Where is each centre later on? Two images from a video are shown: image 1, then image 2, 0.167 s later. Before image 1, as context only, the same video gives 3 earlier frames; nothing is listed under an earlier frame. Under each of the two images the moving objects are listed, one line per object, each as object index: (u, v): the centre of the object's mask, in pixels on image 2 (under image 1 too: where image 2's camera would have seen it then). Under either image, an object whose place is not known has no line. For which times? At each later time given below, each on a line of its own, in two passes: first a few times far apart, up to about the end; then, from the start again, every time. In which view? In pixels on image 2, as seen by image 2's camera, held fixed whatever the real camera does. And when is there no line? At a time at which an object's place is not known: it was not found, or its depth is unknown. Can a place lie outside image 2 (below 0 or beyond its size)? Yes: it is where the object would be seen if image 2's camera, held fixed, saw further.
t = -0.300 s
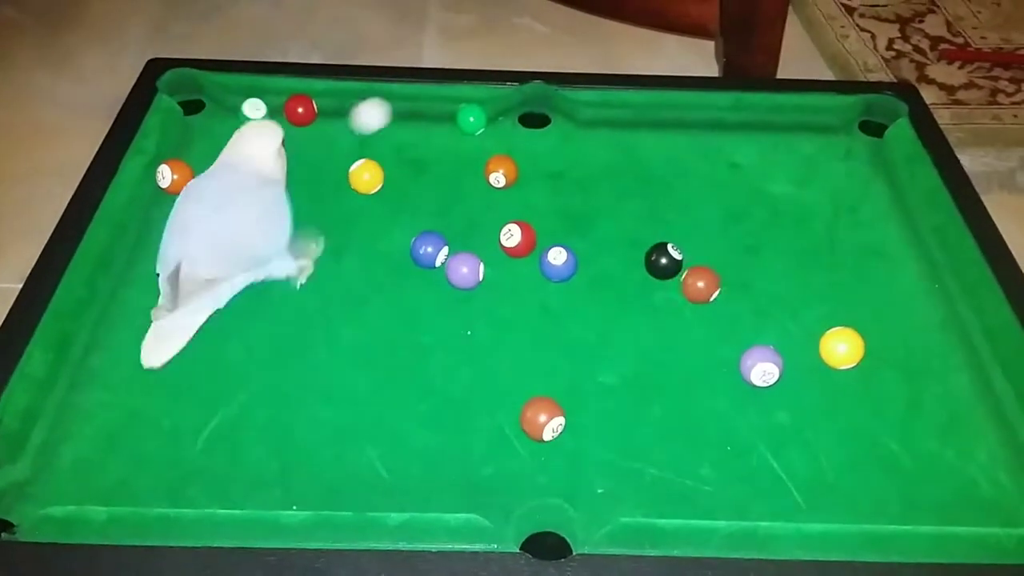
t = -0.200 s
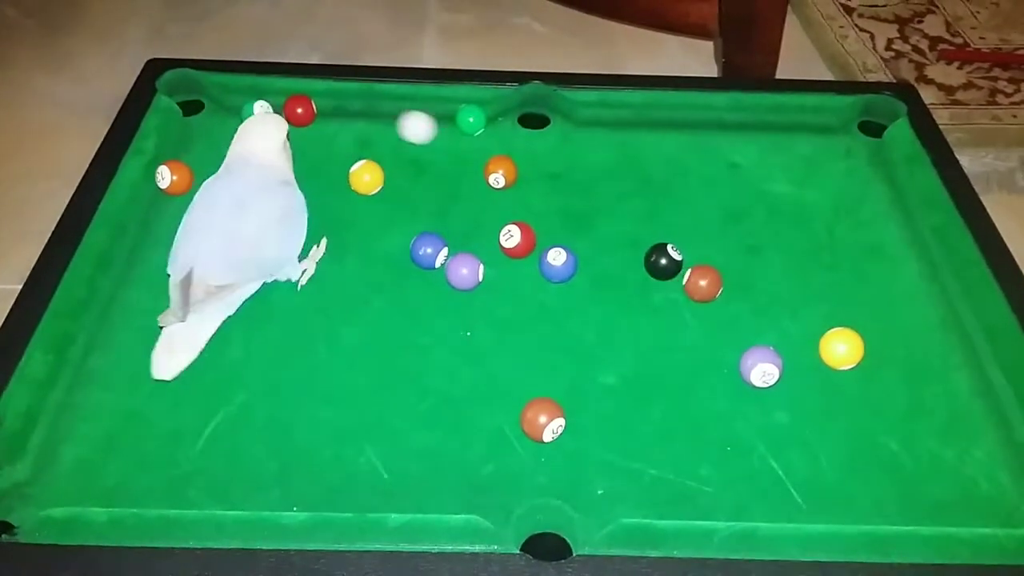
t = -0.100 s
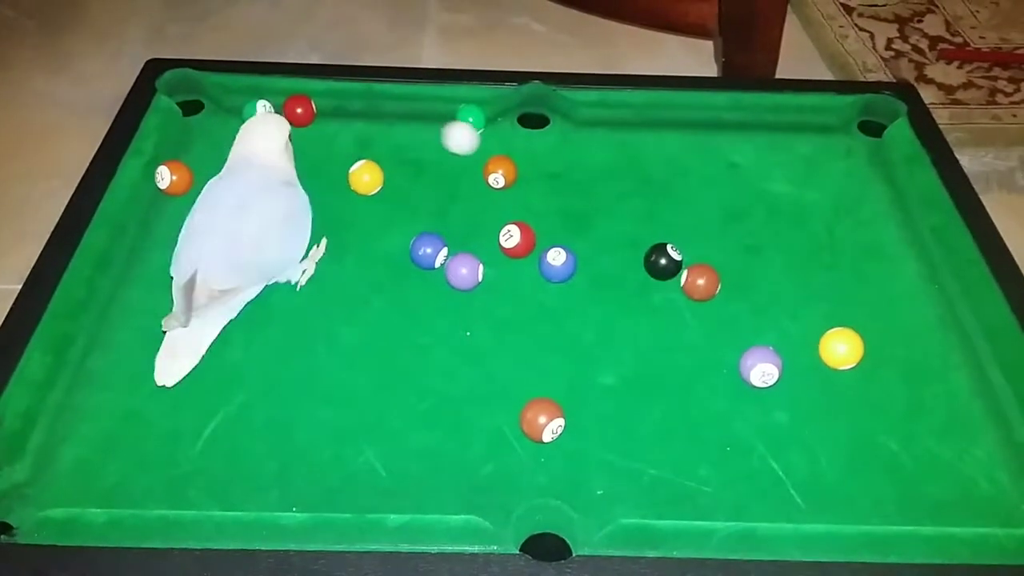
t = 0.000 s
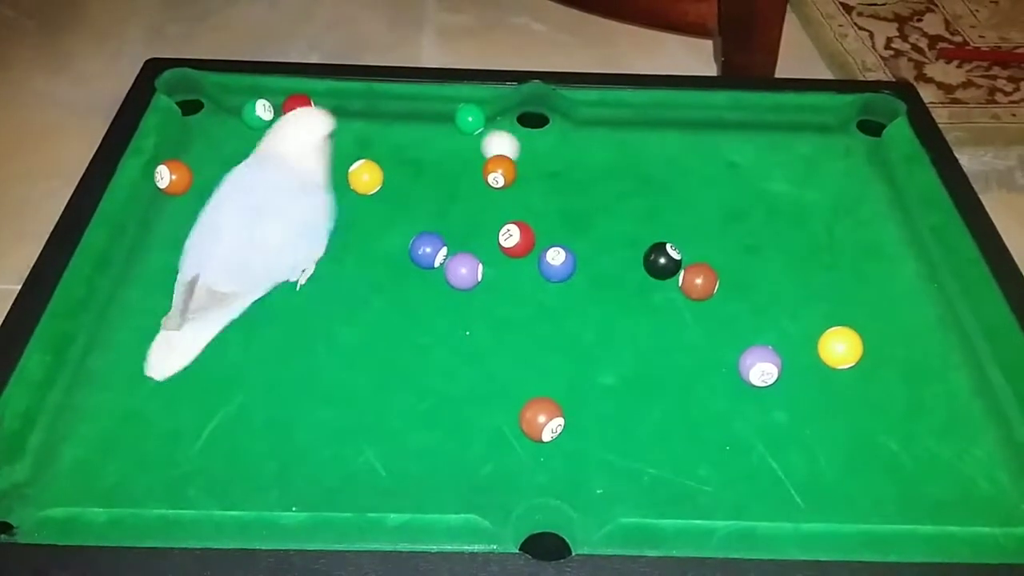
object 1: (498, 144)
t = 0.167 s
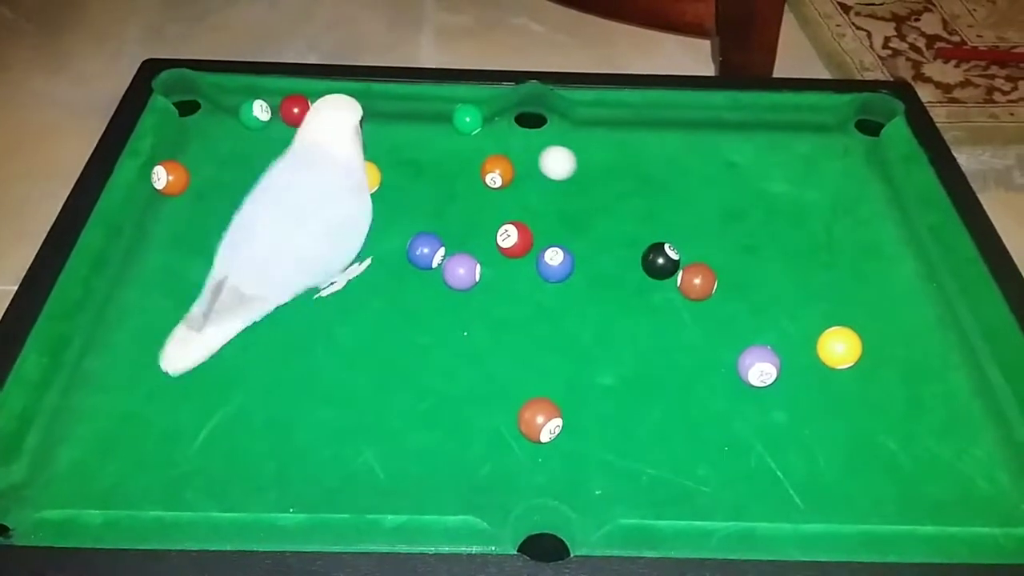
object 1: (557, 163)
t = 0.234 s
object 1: (578, 169)
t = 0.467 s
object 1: (636, 189)
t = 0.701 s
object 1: (675, 208)
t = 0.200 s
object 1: (568, 166)
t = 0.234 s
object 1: (578, 169)
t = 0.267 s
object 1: (587, 171)
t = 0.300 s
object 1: (596, 174)
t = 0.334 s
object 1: (605, 177)
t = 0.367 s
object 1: (614, 180)
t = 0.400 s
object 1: (621, 183)
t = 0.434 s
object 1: (629, 186)
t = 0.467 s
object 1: (636, 189)
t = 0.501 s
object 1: (643, 192)
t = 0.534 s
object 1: (650, 195)
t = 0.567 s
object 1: (655, 198)
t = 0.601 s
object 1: (661, 201)
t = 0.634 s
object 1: (666, 203)
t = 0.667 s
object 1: (671, 206)
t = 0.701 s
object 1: (675, 208)
